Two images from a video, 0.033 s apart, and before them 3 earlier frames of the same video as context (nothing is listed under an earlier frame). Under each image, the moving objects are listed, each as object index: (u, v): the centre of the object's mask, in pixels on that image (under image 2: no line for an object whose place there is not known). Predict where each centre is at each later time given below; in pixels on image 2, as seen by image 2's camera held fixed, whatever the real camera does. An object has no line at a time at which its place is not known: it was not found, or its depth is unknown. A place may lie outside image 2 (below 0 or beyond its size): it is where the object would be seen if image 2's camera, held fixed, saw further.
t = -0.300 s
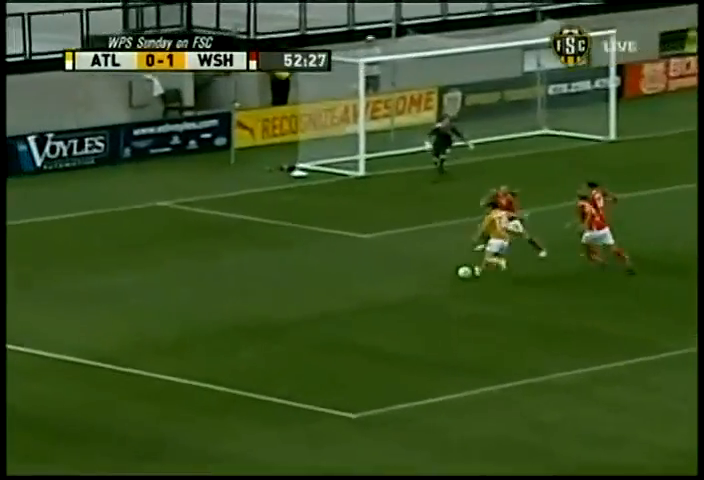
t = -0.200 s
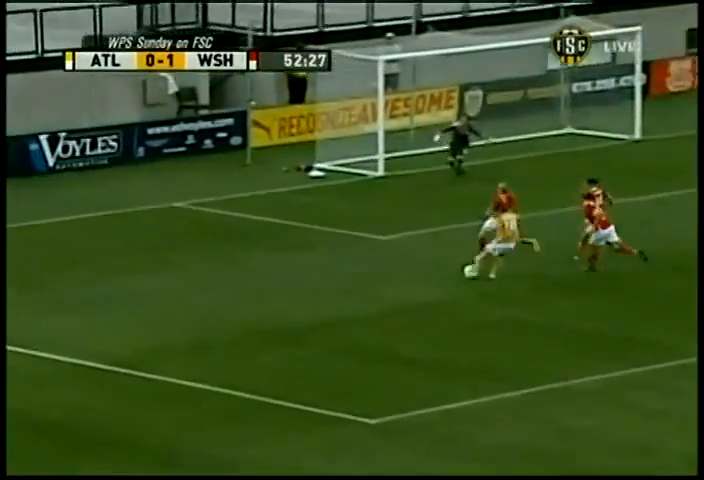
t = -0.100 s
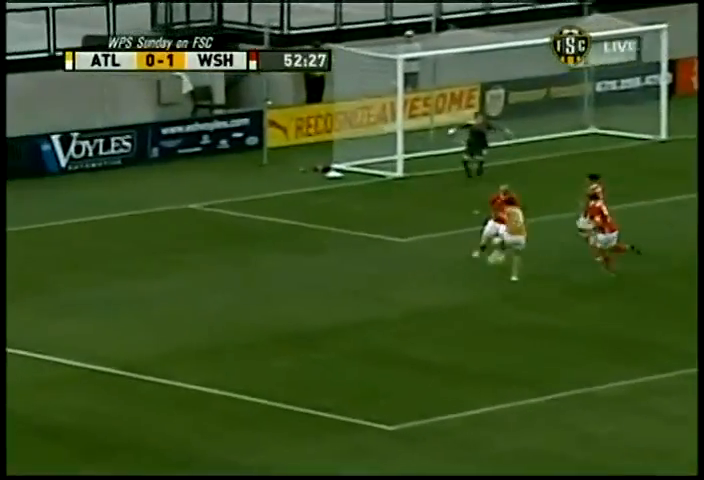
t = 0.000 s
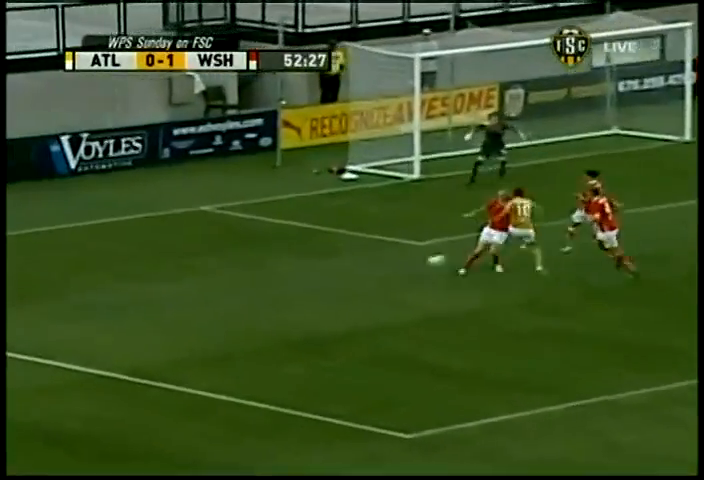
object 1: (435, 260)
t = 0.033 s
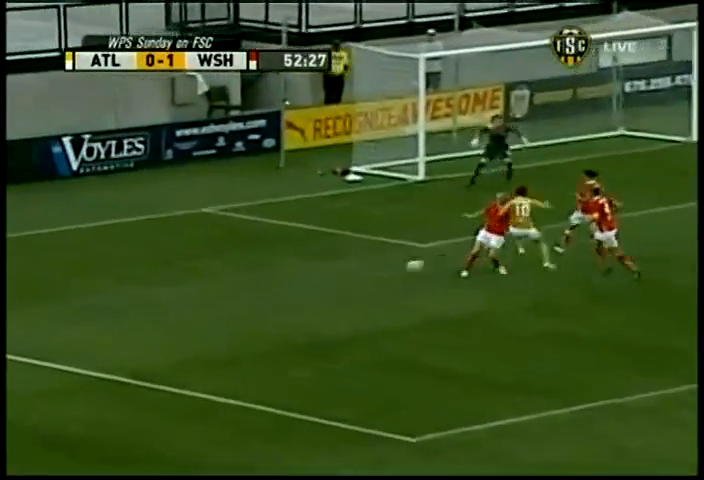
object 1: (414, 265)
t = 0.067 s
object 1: (388, 269)
